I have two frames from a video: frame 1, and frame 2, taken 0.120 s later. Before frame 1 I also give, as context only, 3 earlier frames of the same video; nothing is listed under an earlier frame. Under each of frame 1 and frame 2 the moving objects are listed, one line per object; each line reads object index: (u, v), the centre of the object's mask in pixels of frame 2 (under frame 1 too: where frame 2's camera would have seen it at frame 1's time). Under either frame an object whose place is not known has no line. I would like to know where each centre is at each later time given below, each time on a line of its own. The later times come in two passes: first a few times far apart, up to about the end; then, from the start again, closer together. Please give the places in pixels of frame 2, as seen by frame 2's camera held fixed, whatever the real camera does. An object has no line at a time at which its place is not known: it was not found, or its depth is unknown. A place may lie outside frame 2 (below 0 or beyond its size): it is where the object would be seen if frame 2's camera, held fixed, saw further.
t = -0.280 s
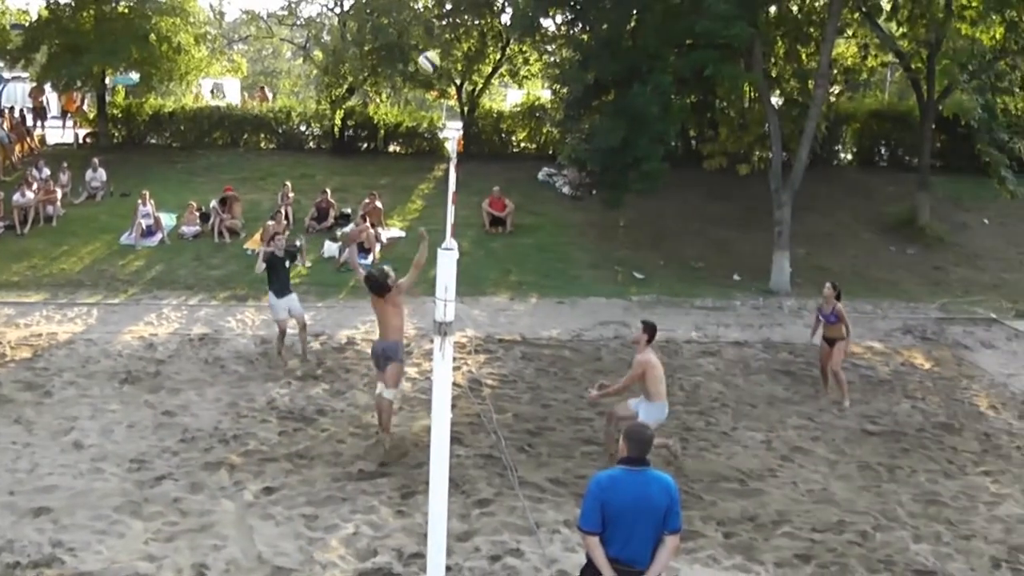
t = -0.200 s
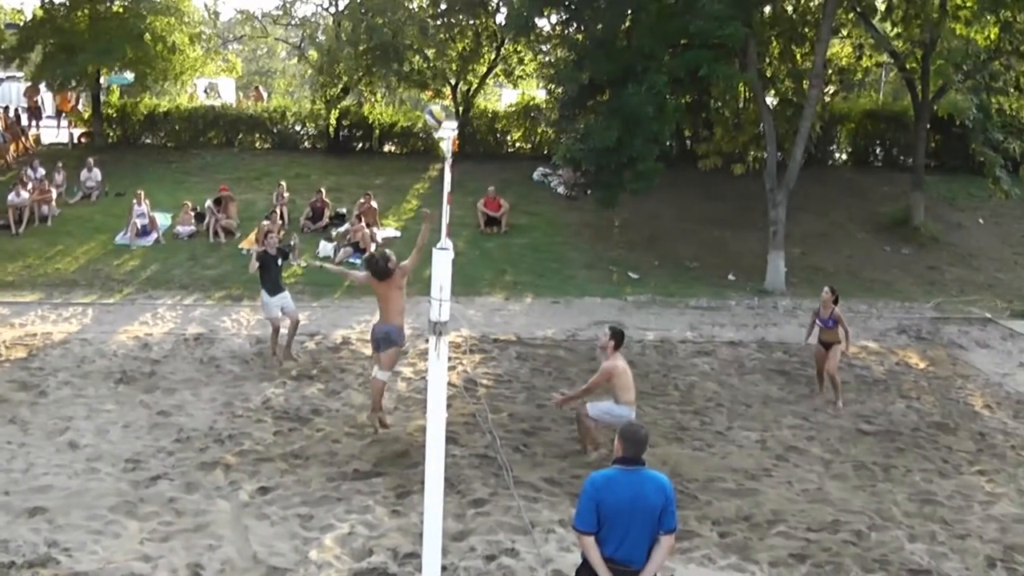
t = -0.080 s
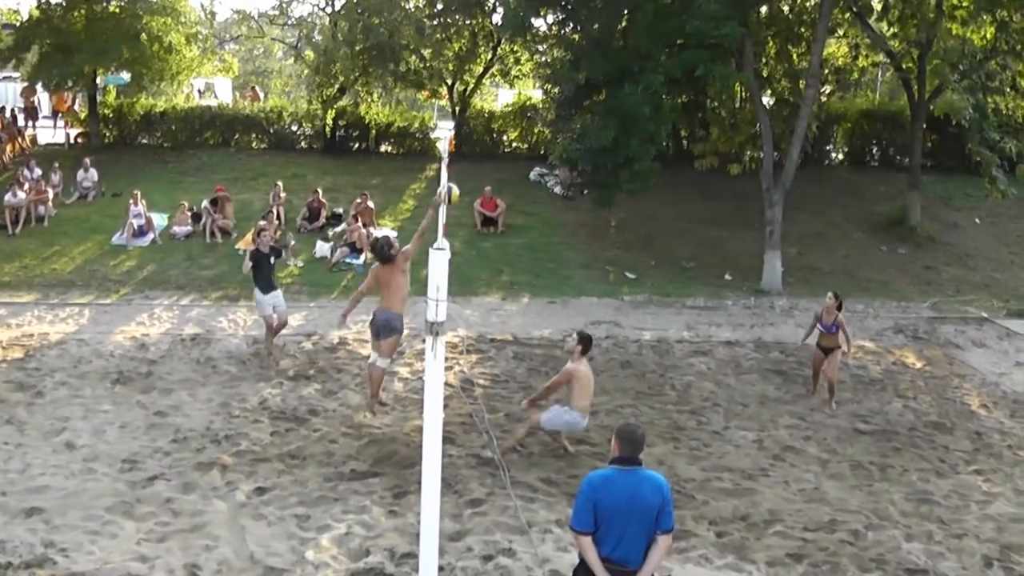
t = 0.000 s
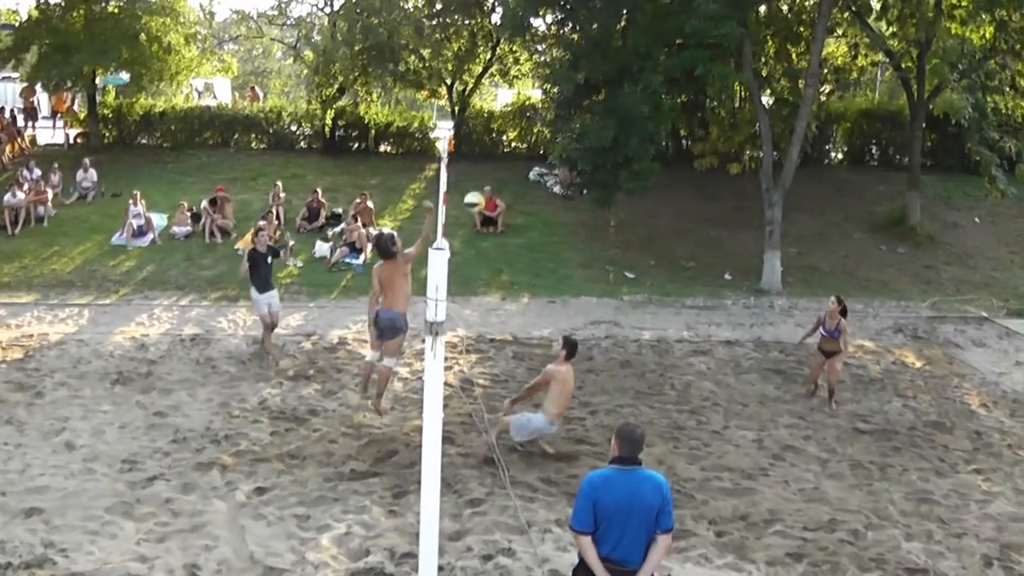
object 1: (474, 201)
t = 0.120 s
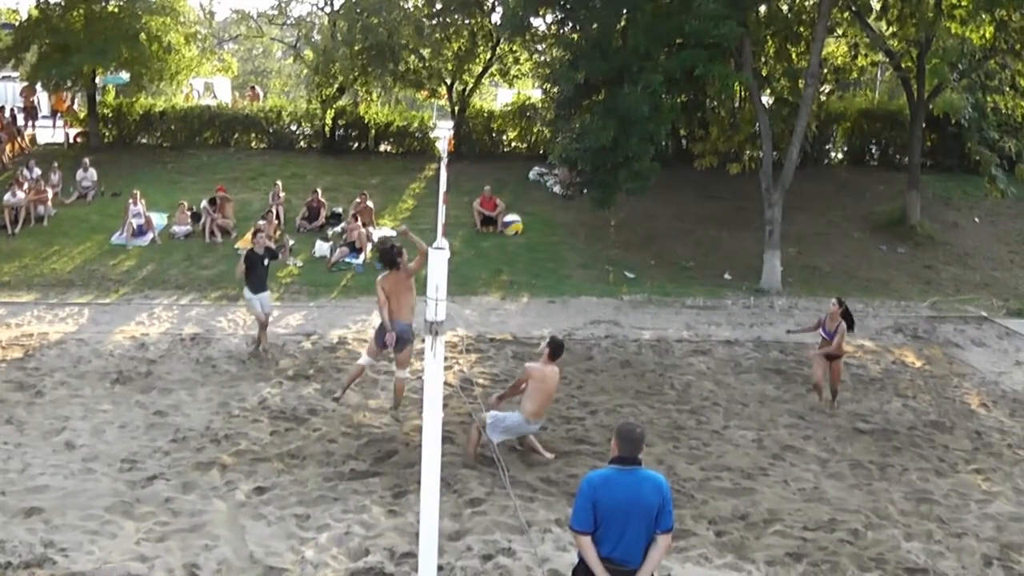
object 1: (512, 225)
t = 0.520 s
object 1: (610, 381)
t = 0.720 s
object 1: (637, 378)
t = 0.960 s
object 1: (660, 365)
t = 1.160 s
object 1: (676, 386)
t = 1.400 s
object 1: (697, 389)
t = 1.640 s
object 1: (713, 389)
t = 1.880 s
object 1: (718, 386)
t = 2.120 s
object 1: (718, 386)
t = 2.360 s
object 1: (715, 387)
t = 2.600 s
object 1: (712, 389)
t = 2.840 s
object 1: (711, 389)
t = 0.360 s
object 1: (575, 307)
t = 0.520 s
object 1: (610, 381)
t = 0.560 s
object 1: (618, 402)
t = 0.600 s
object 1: (624, 403)
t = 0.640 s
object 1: (628, 393)
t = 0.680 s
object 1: (633, 384)
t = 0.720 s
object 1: (637, 378)
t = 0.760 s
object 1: (641, 373)
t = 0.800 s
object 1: (645, 369)
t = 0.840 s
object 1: (649, 366)
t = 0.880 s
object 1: (653, 364)
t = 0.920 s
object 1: (656, 363)
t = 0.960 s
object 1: (660, 365)
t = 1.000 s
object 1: (663, 365)
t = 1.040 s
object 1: (666, 369)
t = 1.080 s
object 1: (669, 374)
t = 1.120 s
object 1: (672, 379)
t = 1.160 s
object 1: (676, 386)
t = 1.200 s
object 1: (678, 391)
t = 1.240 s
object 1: (683, 392)
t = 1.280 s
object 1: (687, 391)
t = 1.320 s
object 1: (690, 389)
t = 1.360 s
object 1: (693, 389)
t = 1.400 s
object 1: (697, 389)
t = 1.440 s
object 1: (700, 390)
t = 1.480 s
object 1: (703, 390)
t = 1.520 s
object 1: (706, 389)
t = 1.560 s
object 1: (708, 388)
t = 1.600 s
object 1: (712, 388)
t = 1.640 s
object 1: (713, 389)
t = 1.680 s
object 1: (716, 388)
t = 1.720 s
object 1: (716, 387)
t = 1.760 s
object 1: (717, 387)
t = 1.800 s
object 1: (717, 386)
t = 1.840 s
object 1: (717, 386)
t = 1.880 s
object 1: (718, 386)
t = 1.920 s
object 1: (718, 386)
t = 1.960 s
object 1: (718, 386)
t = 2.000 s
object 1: (718, 386)
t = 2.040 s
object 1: (718, 386)
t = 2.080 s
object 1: (718, 386)
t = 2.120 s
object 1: (718, 386)
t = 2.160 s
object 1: (717, 386)
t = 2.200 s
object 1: (717, 386)
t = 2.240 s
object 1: (717, 386)
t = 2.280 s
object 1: (716, 387)
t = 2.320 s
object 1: (716, 387)
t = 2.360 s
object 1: (715, 387)
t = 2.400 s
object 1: (714, 389)
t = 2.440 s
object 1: (713, 389)
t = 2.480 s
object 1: (712, 389)
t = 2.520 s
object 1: (712, 389)
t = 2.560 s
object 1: (712, 389)
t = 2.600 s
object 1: (712, 389)
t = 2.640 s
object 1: (713, 389)
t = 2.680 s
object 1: (712, 389)
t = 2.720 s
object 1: (712, 389)
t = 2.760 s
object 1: (711, 389)
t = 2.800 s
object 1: (711, 389)
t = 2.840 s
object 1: (711, 389)
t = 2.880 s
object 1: (711, 389)
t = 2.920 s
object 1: (711, 389)
